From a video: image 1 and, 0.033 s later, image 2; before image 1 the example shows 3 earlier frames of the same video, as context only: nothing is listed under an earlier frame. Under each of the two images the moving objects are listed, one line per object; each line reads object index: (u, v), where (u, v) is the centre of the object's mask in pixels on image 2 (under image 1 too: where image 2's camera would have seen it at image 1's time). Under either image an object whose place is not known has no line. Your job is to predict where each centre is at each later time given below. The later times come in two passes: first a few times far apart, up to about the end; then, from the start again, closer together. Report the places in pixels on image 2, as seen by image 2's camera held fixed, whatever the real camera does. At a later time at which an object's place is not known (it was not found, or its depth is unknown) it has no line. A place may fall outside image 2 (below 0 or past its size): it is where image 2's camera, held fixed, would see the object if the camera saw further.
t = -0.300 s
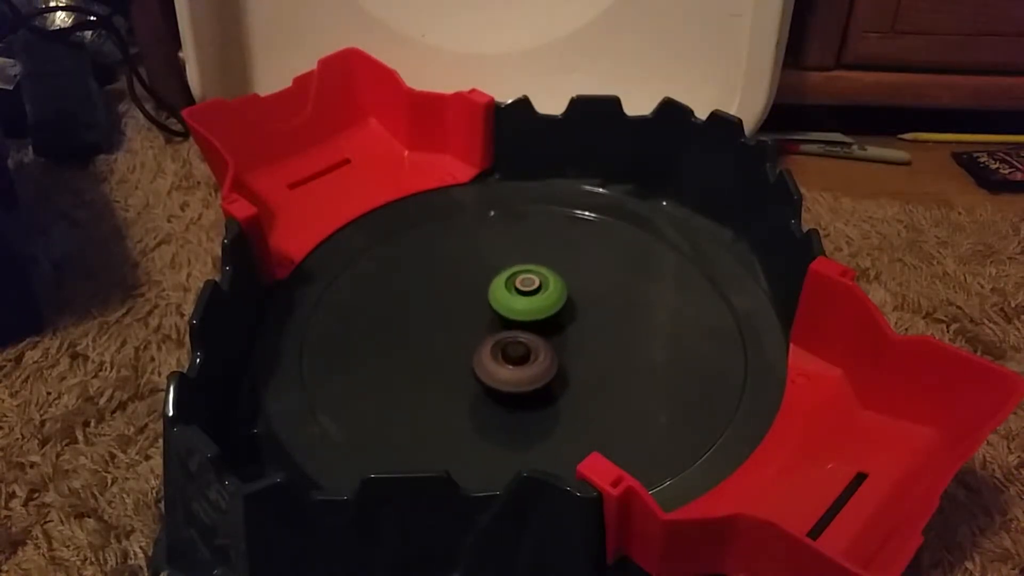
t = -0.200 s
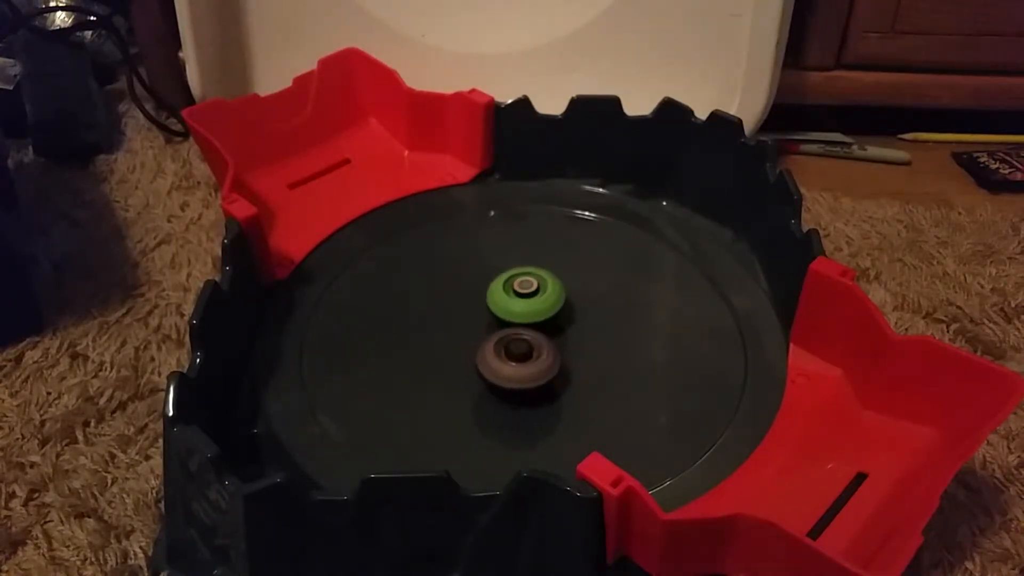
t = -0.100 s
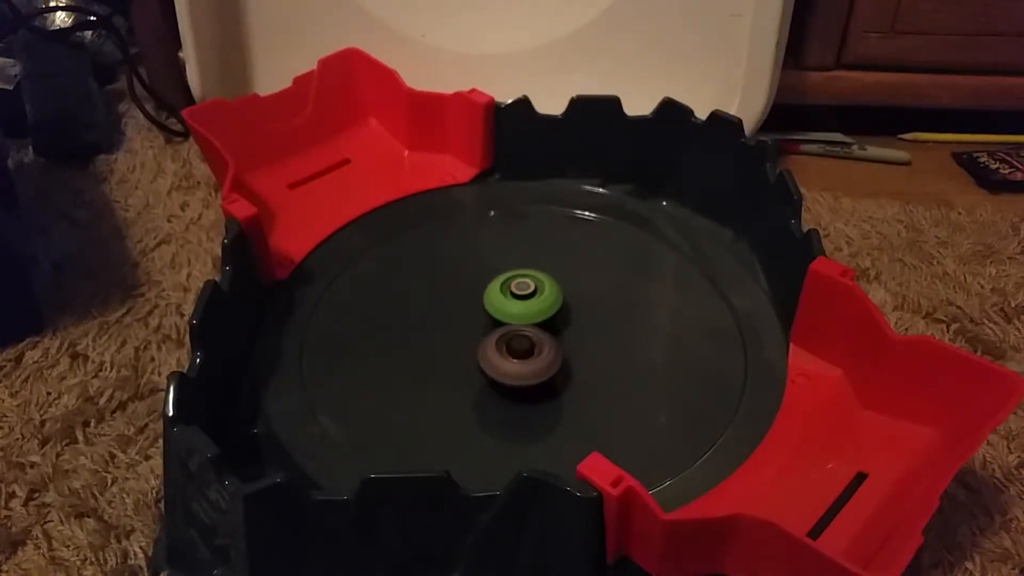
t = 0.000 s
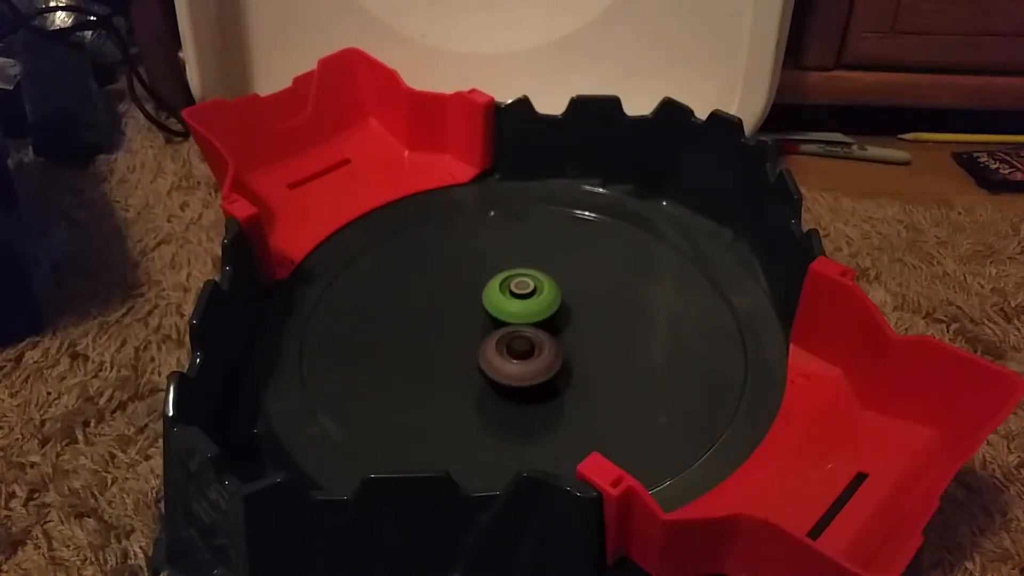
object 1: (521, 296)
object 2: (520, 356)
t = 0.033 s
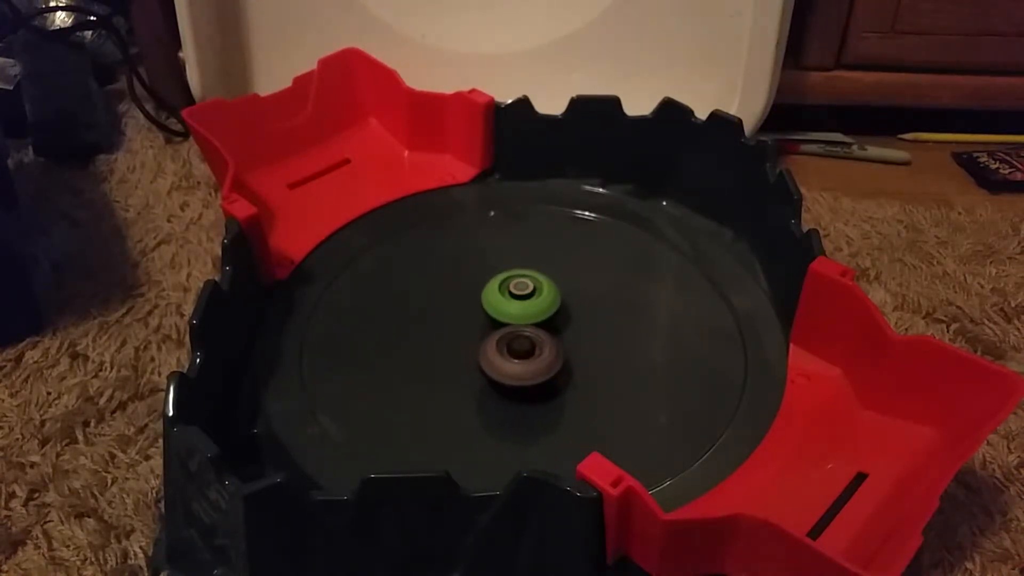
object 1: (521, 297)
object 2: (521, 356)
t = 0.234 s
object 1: (515, 298)
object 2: (523, 360)
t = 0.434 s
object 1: (509, 285)
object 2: (529, 373)
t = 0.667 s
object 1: (498, 279)
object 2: (540, 376)
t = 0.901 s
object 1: (496, 283)
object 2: (539, 363)
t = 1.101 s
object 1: (499, 294)
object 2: (534, 348)
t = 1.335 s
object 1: (496, 290)
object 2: (541, 353)
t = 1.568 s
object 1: (492, 302)
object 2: (548, 347)
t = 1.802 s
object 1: (484, 309)
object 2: (560, 347)
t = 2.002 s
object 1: (480, 318)
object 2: (558, 343)
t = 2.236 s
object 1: (469, 323)
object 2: (563, 342)
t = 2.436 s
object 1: (465, 327)
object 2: (558, 338)
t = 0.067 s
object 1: (520, 298)
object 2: (521, 356)
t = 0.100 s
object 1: (519, 298)
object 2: (521, 356)
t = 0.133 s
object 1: (518, 297)
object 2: (522, 358)
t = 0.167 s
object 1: (517, 296)
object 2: (522, 359)
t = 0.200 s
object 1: (516, 297)
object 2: (522, 360)
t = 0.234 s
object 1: (515, 298)
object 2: (523, 360)
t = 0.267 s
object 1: (514, 298)
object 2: (524, 360)
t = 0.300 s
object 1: (513, 299)
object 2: (524, 359)
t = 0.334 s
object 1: (513, 300)
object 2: (525, 359)
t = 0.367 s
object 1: (512, 300)
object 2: (525, 358)
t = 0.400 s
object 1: (510, 293)
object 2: (528, 367)
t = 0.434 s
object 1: (509, 285)
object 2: (529, 373)
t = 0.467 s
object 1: (508, 282)
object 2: (531, 376)
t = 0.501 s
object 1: (506, 280)
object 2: (533, 376)
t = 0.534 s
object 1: (504, 279)
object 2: (534, 377)
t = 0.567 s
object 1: (502, 279)
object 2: (536, 377)
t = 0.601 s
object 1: (500, 278)
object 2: (538, 377)
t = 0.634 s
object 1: (499, 278)
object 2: (539, 377)
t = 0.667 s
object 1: (498, 279)
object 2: (540, 376)
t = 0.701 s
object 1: (497, 279)
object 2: (540, 375)
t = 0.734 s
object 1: (497, 280)
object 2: (541, 374)
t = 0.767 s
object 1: (496, 281)
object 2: (541, 372)
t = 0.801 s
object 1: (496, 282)
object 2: (541, 370)
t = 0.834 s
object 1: (496, 282)
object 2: (540, 368)
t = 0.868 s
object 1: (496, 283)
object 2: (540, 365)
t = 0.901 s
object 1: (496, 283)
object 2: (539, 363)
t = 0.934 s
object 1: (497, 284)
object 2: (538, 360)
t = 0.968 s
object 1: (497, 286)
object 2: (537, 358)
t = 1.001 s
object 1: (498, 288)
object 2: (536, 355)
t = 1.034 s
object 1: (498, 290)
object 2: (535, 352)
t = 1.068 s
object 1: (499, 292)
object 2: (534, 350)
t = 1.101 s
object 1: (499, 294)
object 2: (534, 348)
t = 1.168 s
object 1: (497, 290)
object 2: (536, 353)
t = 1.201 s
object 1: (496, 287)
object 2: (538, 355)
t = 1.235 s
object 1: (497, 287)
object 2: (539, 355)
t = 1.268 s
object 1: (497, 288)
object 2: (540, 355)
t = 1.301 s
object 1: (497, 289)
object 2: (541, 354)
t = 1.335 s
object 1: (496, 290)
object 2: (541, 353)
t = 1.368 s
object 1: (496, 292)
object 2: (543, 352)
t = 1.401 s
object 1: (495, 294)
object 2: (543, 351)
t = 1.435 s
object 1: (495, 296)
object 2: (544, 350)
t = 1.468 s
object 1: (494, 298)
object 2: (544, 348)
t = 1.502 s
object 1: (494, 300)
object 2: (545, 347)
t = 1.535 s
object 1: (493, 301)
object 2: (546, 347)
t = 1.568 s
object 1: (492, 302)
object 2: (548, 347)
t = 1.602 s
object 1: (491, 302)
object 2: (549, 347)
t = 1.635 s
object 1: (489, 302)
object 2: (554, 348)
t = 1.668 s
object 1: (488, 303)
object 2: (555, 349)
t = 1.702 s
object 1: (487, 304)
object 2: (557, 349)
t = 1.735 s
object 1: (486, 306)
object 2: (558, 348)
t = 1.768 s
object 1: (485, 307)
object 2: (559, 348)
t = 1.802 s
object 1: (484, 309)
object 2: (560, 347)
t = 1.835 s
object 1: (483, 310)
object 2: (560, 347)
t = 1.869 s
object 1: (482, 312)
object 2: (560, 346)
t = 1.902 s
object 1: (482, 313)
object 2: (560, 345)
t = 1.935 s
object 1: (481, 315)
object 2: (559, 344)
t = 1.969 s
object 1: (481, 317)
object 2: (558, 343)
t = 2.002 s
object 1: (480, 318)
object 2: (558, 343)
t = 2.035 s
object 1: (479, 319)
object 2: (558, 343)
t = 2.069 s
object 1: (474, 318)
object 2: (561, 344)
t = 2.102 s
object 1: (472, 319)
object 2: (563, 343)
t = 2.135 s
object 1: (471, 320)
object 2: (563, 343)
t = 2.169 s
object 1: (470, 321)
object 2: (563, 343)
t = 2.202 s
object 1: (470, 323)
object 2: (563, 342)
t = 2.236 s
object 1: (469, 323)
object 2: (563, 342)
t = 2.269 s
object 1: (469, 324)
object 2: (562, 341)
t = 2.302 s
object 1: (469, 325)
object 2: (561, 340)
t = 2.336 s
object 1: (470, 326)
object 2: (560, 339)
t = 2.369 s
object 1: (470, 327)
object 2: (558, 338)
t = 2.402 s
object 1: (470, 327)
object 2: (556, 338)
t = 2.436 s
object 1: (465, 327)
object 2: (558, 338)
